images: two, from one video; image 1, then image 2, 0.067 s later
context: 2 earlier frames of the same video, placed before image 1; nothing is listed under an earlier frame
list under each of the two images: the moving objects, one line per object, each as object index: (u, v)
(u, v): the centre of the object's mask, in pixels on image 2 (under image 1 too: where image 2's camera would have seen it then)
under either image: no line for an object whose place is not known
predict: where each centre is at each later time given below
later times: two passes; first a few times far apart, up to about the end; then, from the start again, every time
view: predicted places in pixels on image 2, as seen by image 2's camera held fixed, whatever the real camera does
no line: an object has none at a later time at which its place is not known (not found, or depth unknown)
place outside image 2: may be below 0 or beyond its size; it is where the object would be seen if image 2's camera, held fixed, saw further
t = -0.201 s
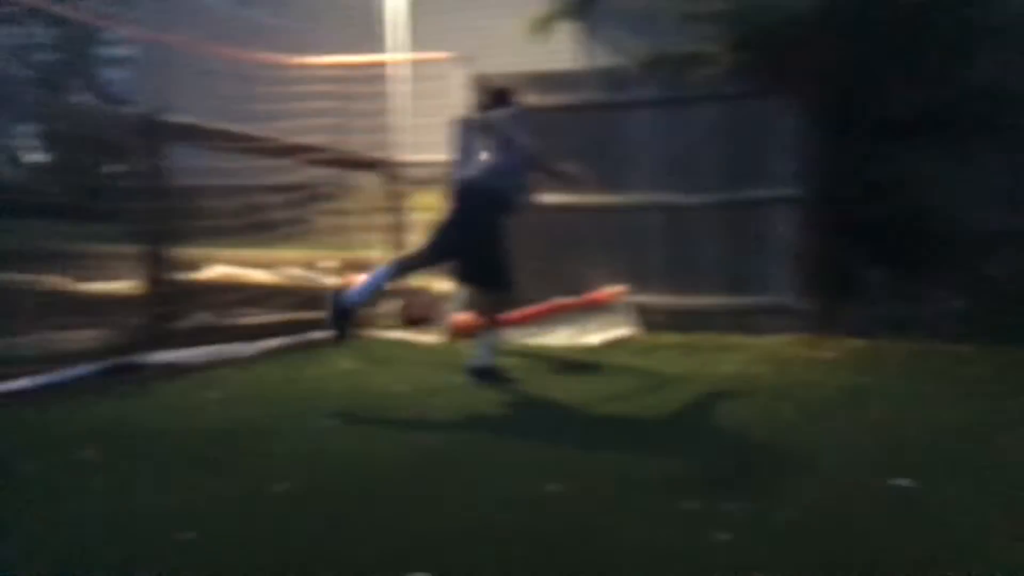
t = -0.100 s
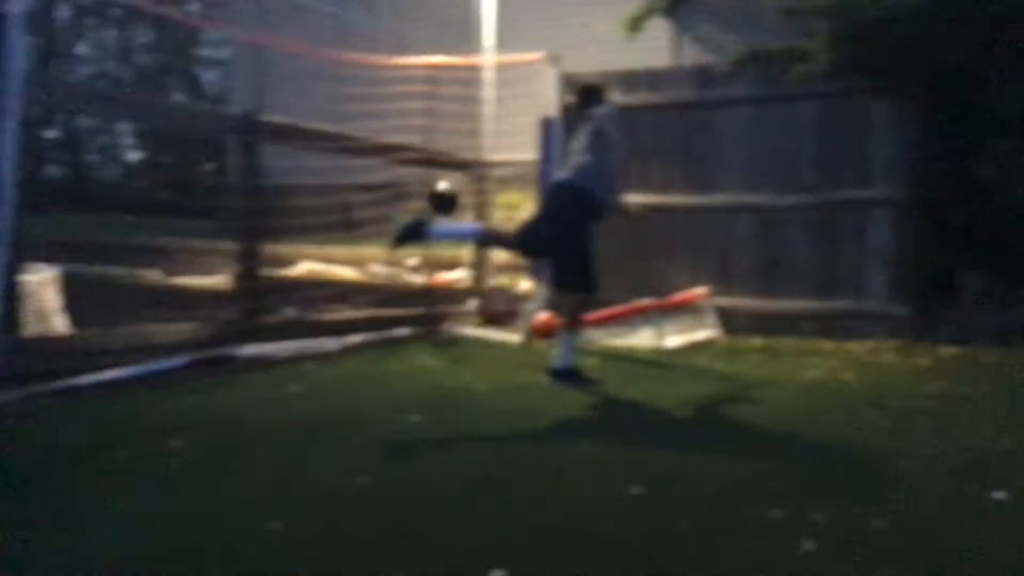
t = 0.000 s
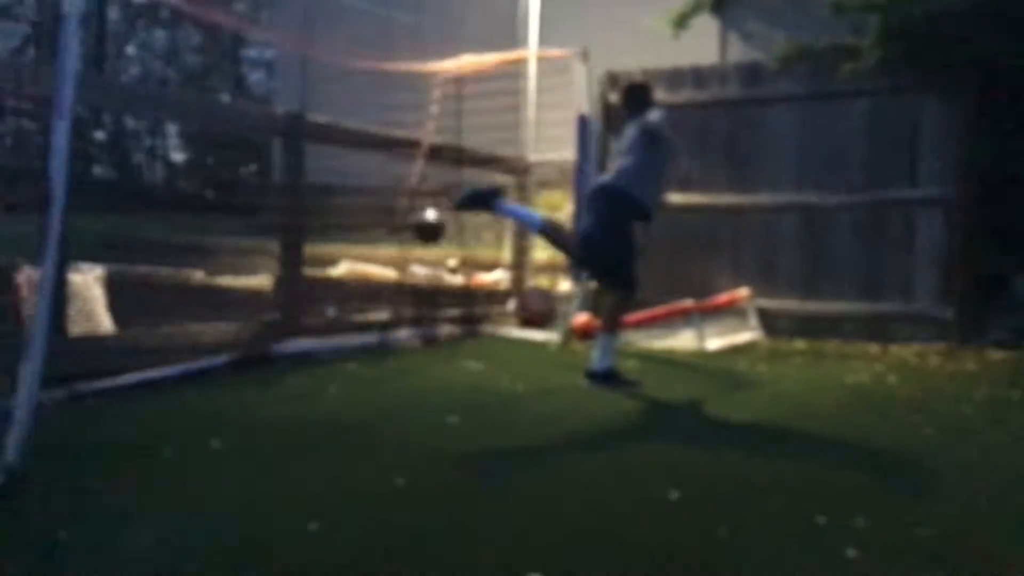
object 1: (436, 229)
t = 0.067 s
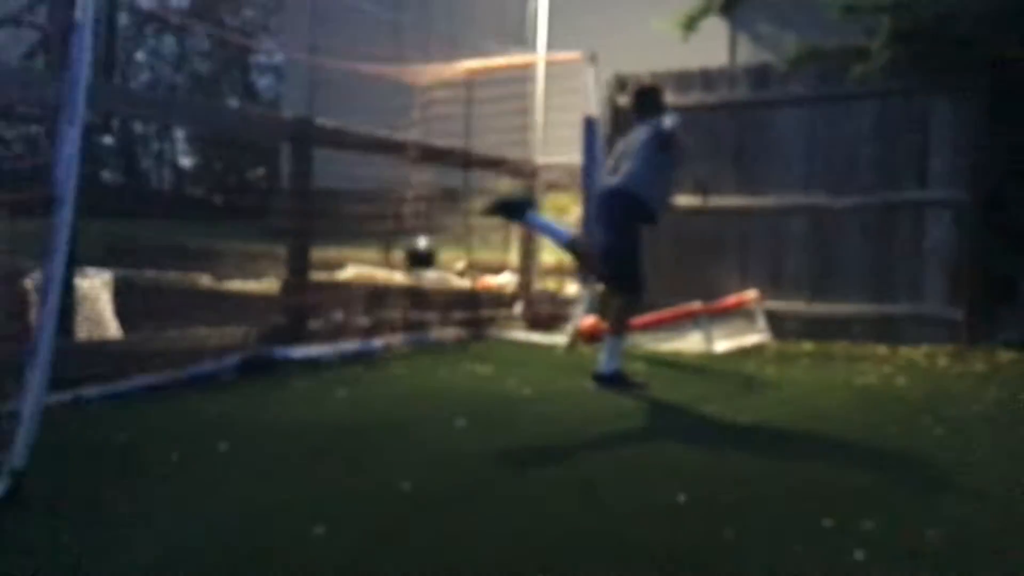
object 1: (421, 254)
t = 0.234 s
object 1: (404, 287)
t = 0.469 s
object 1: (425, 273)
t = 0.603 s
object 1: (436, 311)
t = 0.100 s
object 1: (413, 276)
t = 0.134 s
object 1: (405, 291)
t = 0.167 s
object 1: (397, 311)
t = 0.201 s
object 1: (403, 297)
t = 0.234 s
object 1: (404, 287)
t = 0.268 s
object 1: (407, 280)
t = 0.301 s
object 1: (411, 274)
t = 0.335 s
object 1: (414, 271)
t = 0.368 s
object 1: (417, 269)
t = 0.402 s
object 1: (419, 269)
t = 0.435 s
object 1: (422, 268)
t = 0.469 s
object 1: (425, 273)
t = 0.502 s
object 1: (427, 279)
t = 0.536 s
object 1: (430, 288)
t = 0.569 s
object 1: (433, 299)
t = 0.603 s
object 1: (436, 311)
